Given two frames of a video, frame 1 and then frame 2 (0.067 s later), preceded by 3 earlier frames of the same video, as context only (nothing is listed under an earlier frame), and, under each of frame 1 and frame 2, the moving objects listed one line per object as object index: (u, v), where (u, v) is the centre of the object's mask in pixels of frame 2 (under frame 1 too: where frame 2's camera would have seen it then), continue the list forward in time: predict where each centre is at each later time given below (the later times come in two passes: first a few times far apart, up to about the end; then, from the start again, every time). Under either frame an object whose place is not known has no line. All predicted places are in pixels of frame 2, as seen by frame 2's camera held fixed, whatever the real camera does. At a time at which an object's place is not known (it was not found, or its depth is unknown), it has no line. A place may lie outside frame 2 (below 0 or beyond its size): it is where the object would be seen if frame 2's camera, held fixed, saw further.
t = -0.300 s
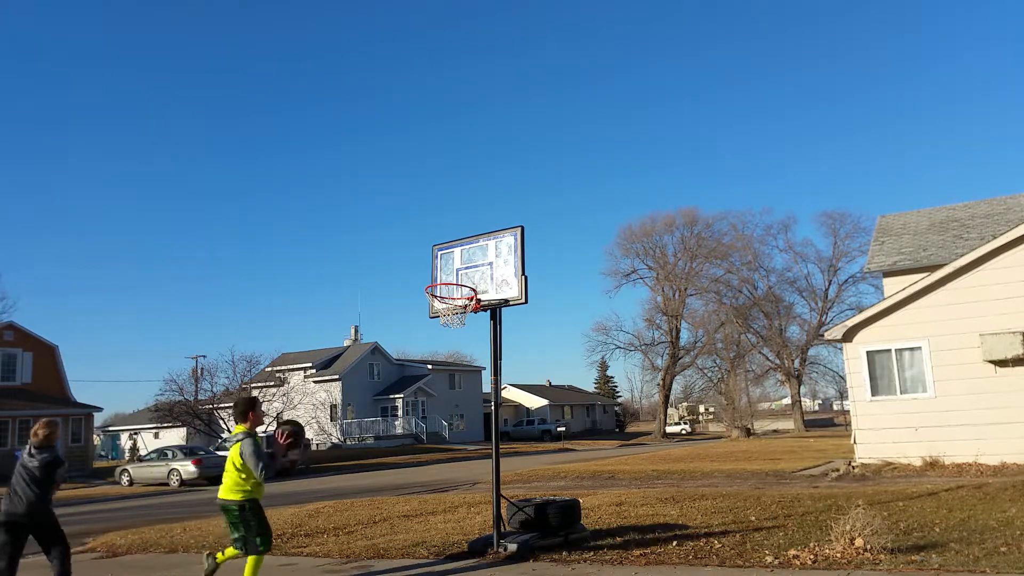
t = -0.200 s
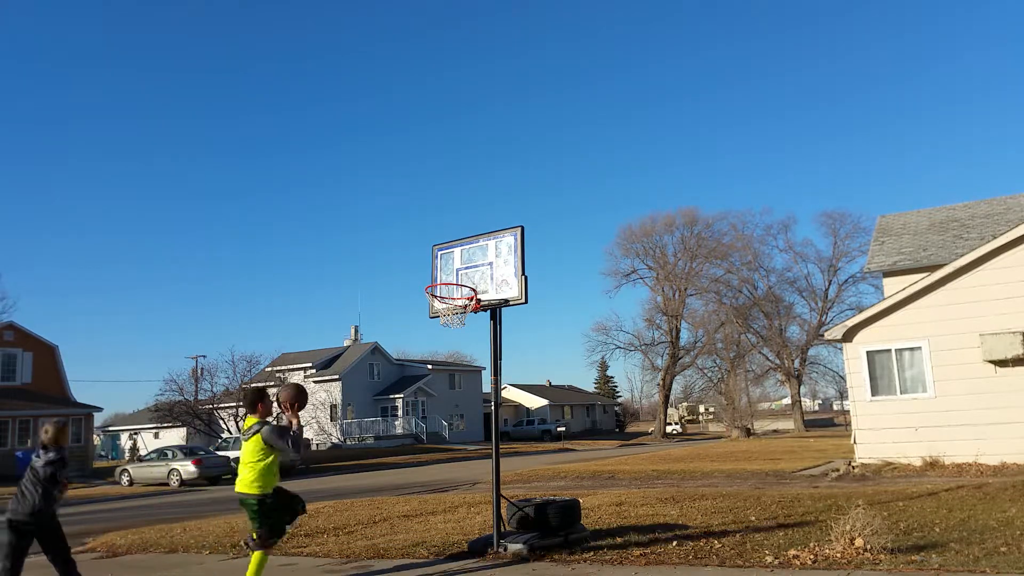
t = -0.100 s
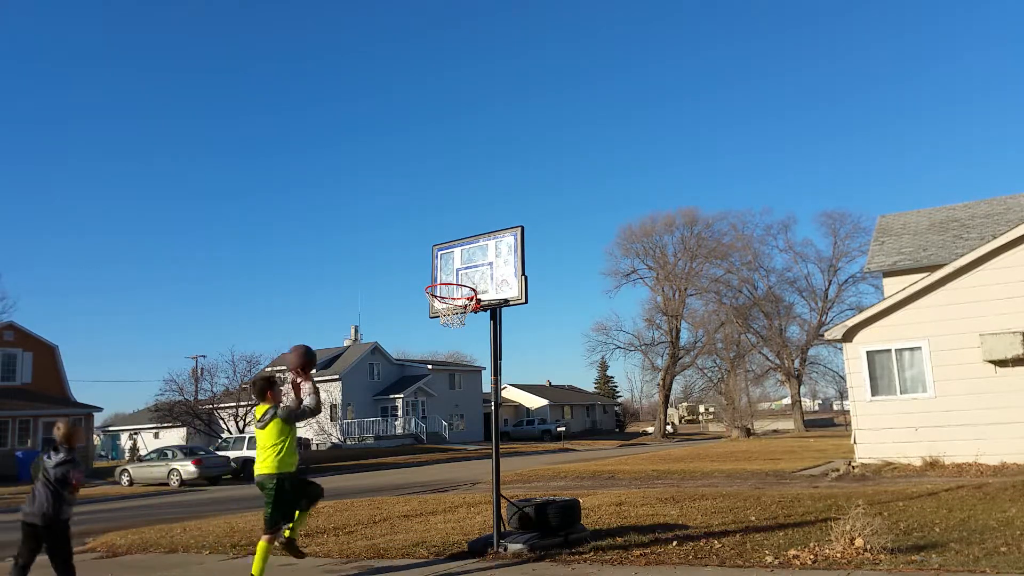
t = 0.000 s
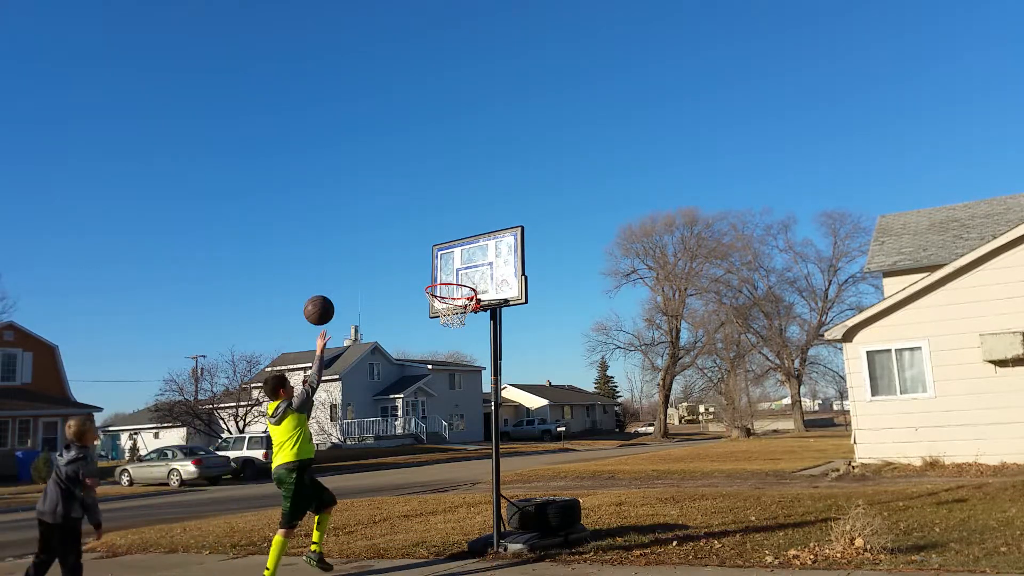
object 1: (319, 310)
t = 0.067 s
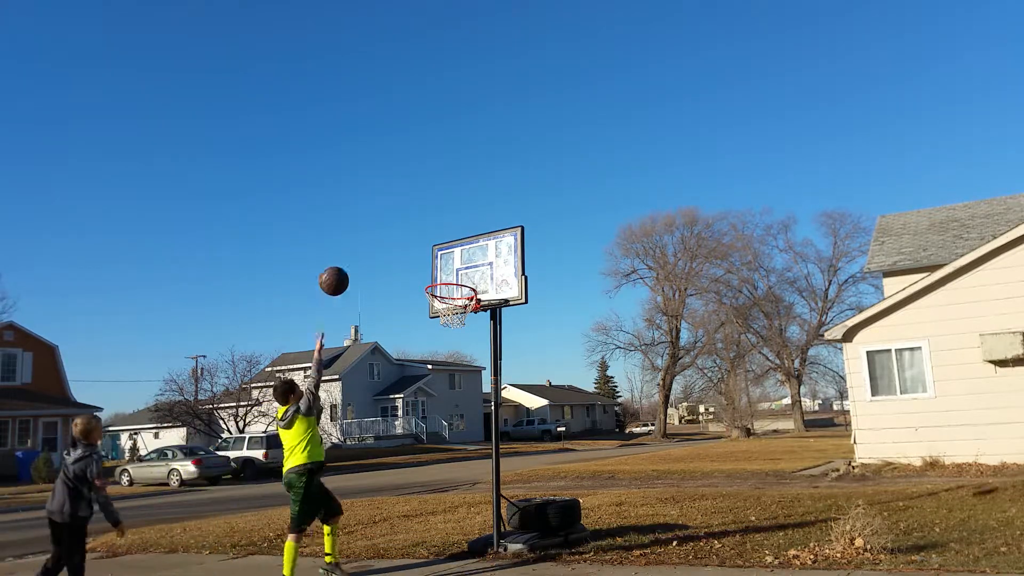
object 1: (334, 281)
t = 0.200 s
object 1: (362, 242)
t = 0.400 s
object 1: (402, 224)
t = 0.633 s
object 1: (444, 254)
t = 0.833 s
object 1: (464, 271)
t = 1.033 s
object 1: (465, 261)
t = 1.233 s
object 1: (464, 286)
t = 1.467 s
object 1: (440, 316)
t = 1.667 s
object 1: (451, 327)
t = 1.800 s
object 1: (459, 339)
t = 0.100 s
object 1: (341, 269)
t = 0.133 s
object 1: (348, 258)
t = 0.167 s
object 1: (355, 249)
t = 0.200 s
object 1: (362, 242)
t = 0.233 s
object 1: (369, 236)
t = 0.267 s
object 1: (375, 231)
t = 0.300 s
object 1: (383, 228)
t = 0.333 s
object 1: (389, 225)
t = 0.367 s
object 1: (395, 224)
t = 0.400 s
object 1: (402, 224)
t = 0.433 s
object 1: (408, 225)
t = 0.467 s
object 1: (414, 227)
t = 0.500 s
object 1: (420, 231)
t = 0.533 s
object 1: (426, 235)
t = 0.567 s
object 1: (432, 241)
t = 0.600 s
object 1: (439, 247)
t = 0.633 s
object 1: (444, 254)
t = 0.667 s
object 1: (450, 263)
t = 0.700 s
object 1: (456, 272)
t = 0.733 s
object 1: (462, 282)
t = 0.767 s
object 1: (465, 282)
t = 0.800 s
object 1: (464, 276)
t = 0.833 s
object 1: (464, 271)
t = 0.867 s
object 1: (464, 266)
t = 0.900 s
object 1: (464, 263)
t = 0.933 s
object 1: (464, 261)
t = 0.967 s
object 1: (464, 260)
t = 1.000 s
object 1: (464, 260)
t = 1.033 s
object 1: (465, 261)
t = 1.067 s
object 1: (465, 263)
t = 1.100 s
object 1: (465, 267)
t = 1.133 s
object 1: (465, 271)
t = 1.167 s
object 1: (466, 276)
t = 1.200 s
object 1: (466, 283)
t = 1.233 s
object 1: (464, 286)
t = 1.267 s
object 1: (460, 288)
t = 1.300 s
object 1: (456, 291)
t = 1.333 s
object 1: (452, 295)
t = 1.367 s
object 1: (449, 299)
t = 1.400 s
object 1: (445, 303)
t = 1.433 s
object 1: (440, 307)
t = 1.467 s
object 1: (440, 316)
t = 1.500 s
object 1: (441, 317)
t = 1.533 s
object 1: (443, 317)
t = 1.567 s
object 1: (444, 318)
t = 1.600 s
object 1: (446, 319)
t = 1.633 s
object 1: (448, 321)
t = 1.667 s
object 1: (451, 327)
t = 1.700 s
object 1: (453, 328)
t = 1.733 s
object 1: (455, 331)
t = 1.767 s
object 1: (457, 334)
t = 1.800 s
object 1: (459, 339)
